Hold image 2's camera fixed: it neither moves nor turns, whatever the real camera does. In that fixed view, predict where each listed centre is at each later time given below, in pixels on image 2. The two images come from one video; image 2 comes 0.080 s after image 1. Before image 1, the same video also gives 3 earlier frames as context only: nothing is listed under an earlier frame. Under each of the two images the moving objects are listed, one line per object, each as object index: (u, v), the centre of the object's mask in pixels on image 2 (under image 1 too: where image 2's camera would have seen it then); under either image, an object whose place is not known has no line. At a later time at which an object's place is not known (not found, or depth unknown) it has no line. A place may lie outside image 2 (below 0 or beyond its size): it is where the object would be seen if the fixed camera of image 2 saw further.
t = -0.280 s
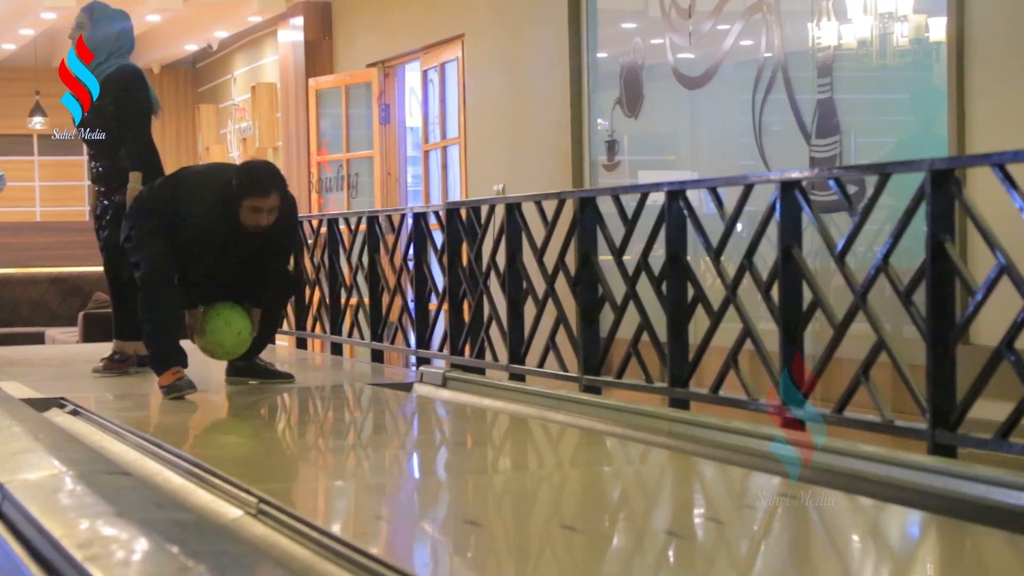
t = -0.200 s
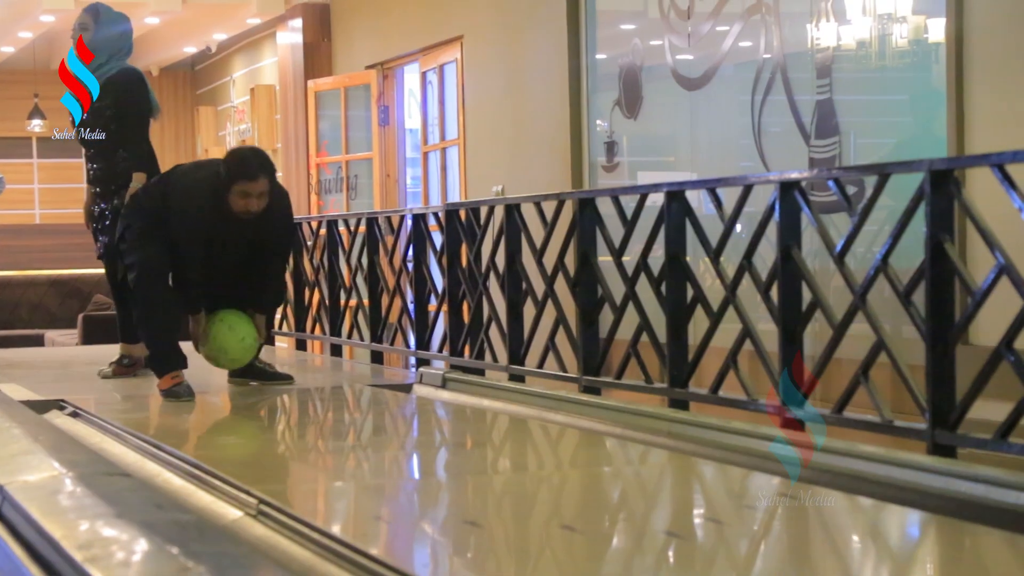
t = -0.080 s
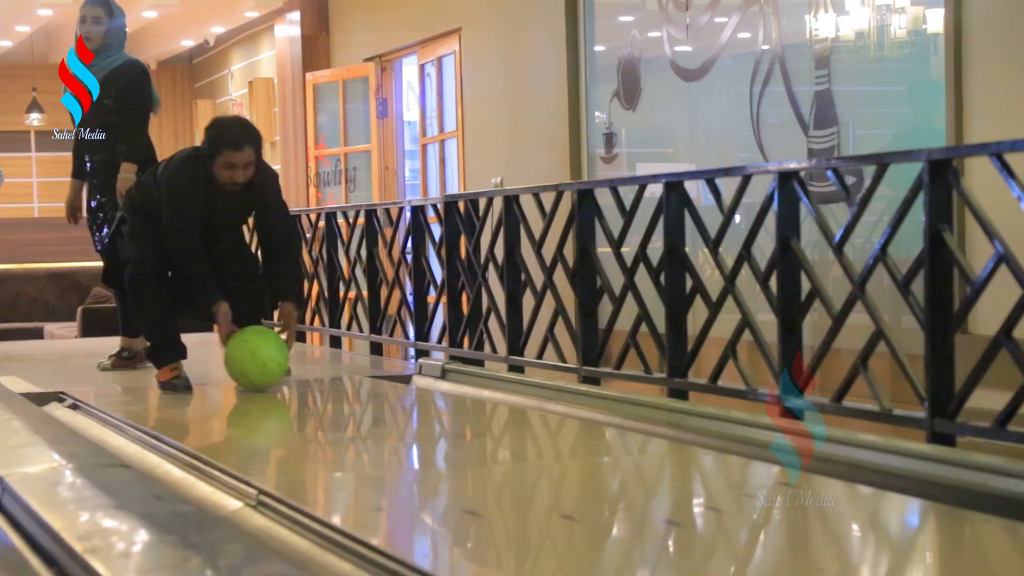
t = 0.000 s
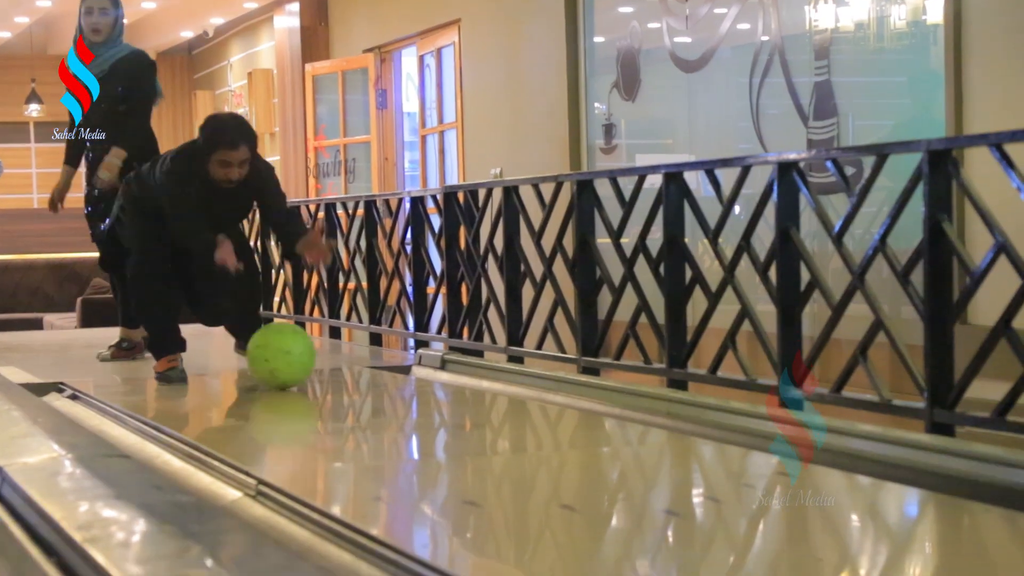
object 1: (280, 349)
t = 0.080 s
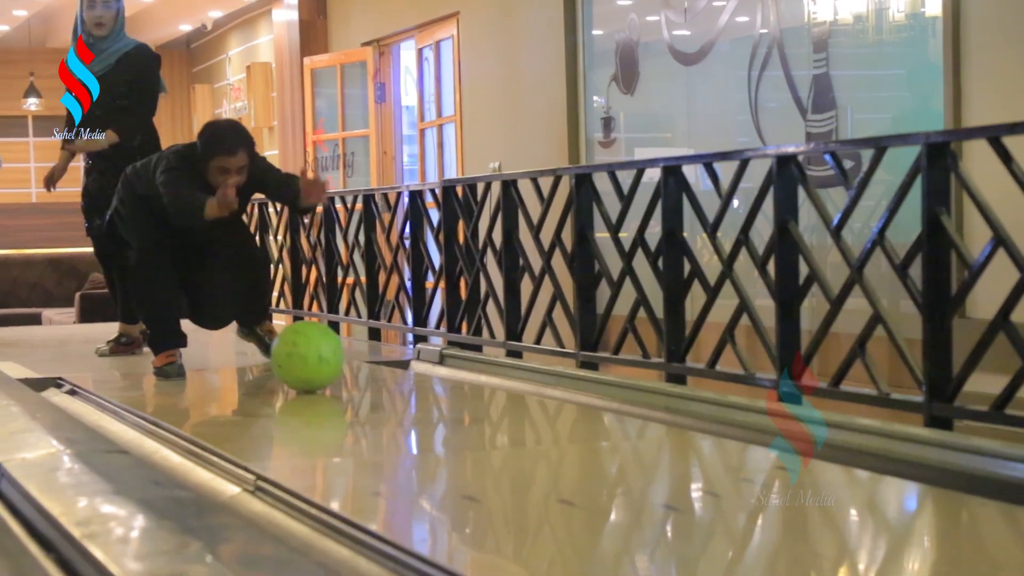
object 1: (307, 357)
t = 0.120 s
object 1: (322, 360)
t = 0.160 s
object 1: (337, 363)
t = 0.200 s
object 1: (351, 364)
